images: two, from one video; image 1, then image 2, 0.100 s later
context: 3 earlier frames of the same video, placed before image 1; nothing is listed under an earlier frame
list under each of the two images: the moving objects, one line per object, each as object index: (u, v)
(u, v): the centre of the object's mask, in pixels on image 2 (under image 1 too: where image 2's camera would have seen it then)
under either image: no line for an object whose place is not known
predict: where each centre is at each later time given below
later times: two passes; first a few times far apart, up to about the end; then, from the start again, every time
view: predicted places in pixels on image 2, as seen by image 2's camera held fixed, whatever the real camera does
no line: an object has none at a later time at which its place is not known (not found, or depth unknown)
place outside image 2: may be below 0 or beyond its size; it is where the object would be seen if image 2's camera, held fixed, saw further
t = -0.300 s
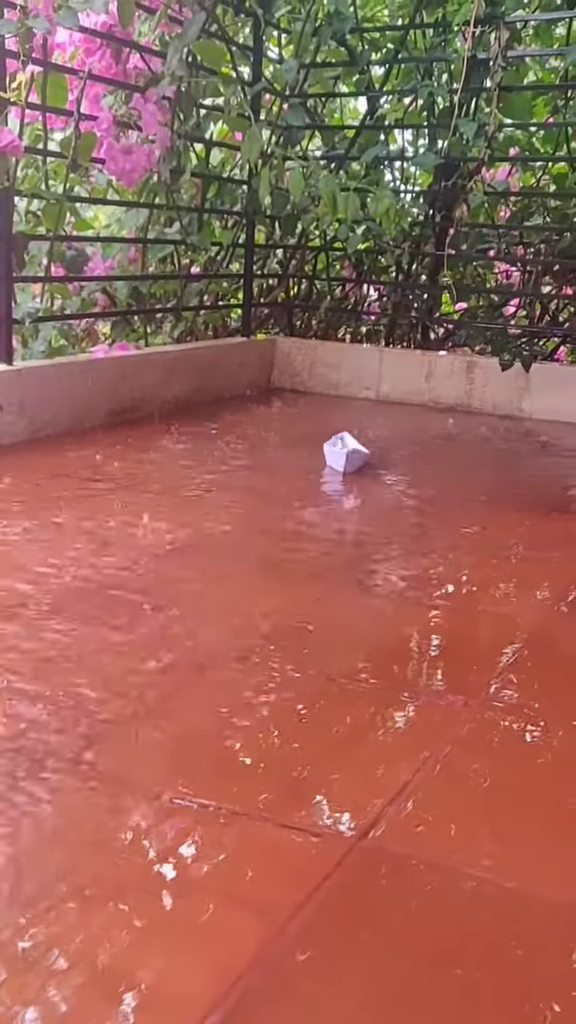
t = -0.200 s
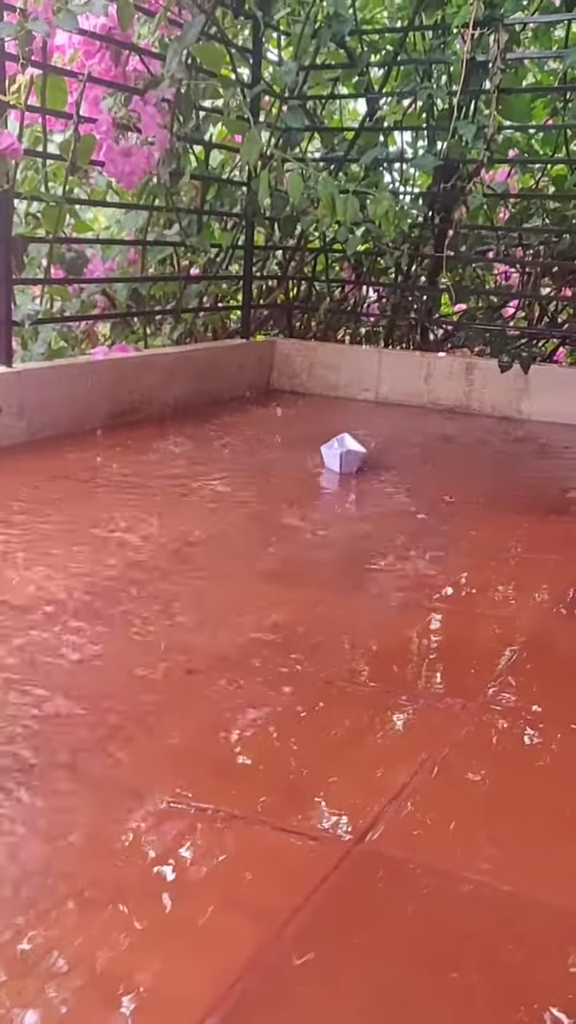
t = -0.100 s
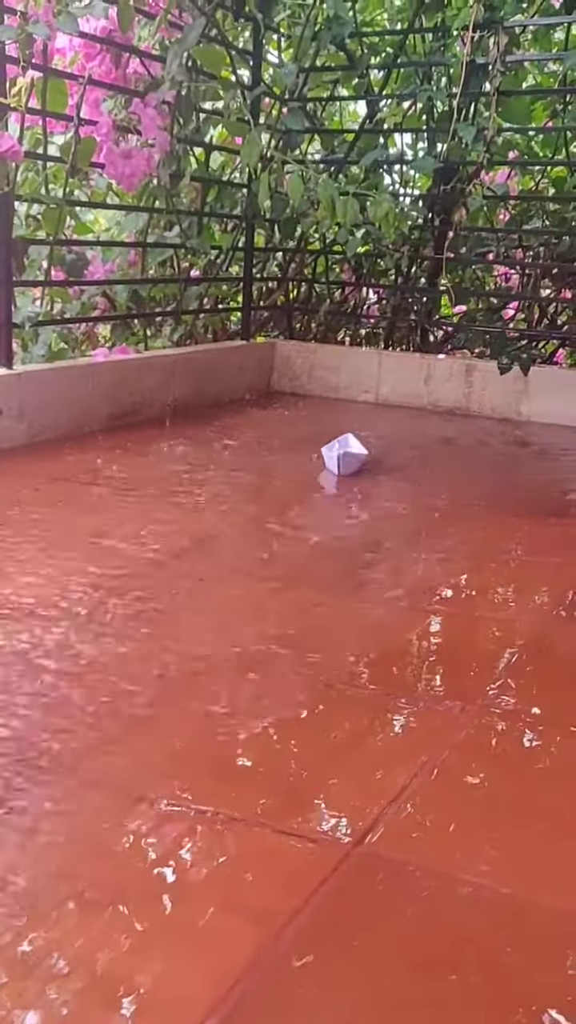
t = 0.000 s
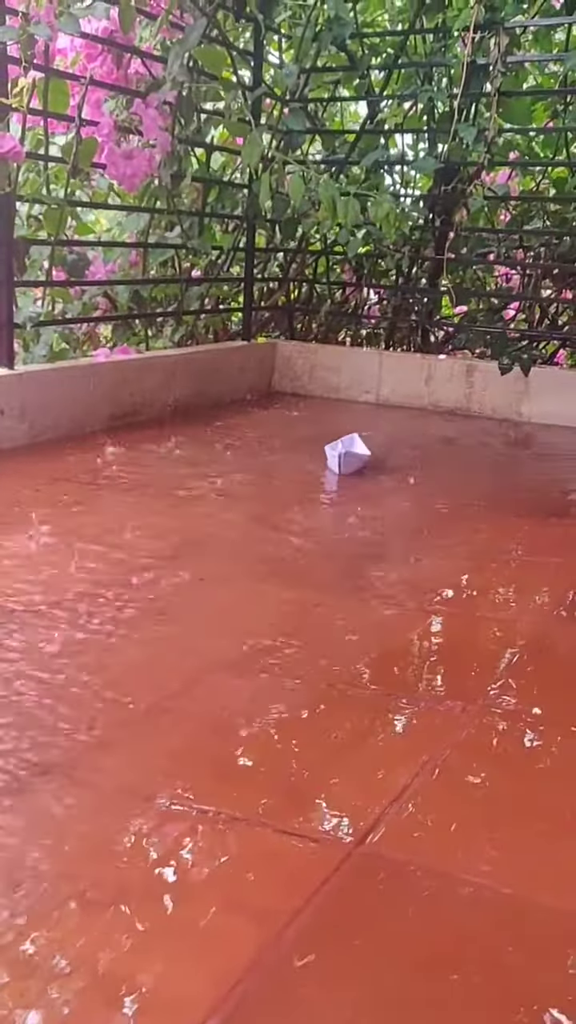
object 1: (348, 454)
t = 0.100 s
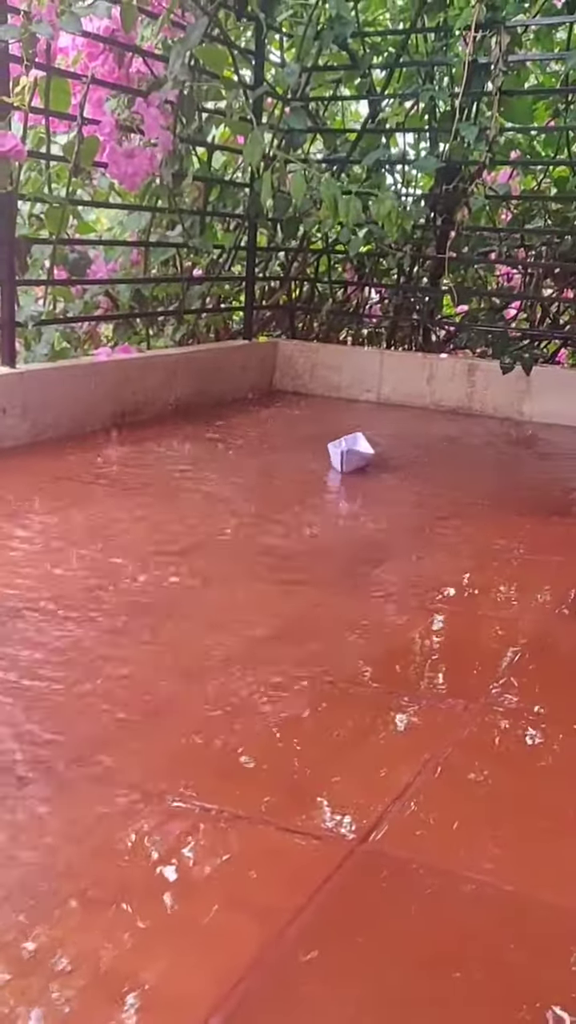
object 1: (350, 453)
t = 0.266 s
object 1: (354, 452)
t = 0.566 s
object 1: (360, 450)
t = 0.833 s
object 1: (365, 450)
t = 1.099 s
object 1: (368, 450)
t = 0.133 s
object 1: (351, 453)
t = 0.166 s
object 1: (352, 452)
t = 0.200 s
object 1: (352, 452)
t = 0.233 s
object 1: (353, 452)
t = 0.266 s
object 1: (354, 452)
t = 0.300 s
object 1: (354, 451)
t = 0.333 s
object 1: (355, 451)
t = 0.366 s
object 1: (356, 451)
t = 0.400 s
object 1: (357, 451)
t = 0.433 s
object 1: (358, 451)
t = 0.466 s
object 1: (358, 450)
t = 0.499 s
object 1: (359, 450)
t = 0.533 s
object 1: (360, 450)
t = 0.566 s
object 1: (360, 450)
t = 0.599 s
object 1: (361, 450)
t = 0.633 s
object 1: (361, 450)
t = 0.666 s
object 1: (362, 450)
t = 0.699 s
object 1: (363, 450)
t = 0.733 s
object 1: (363, 449)
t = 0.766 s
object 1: (363, 450)
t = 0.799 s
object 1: (364, 450)
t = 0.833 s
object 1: (365, 450)
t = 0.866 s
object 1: (365, 450)
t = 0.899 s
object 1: (366, 450)
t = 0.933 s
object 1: (366, 450)
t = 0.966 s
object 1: (367, 450)
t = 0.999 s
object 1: (367, 450)
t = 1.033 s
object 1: (367, 450)
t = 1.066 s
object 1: (368, 450)
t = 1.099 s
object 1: (368, 450)
